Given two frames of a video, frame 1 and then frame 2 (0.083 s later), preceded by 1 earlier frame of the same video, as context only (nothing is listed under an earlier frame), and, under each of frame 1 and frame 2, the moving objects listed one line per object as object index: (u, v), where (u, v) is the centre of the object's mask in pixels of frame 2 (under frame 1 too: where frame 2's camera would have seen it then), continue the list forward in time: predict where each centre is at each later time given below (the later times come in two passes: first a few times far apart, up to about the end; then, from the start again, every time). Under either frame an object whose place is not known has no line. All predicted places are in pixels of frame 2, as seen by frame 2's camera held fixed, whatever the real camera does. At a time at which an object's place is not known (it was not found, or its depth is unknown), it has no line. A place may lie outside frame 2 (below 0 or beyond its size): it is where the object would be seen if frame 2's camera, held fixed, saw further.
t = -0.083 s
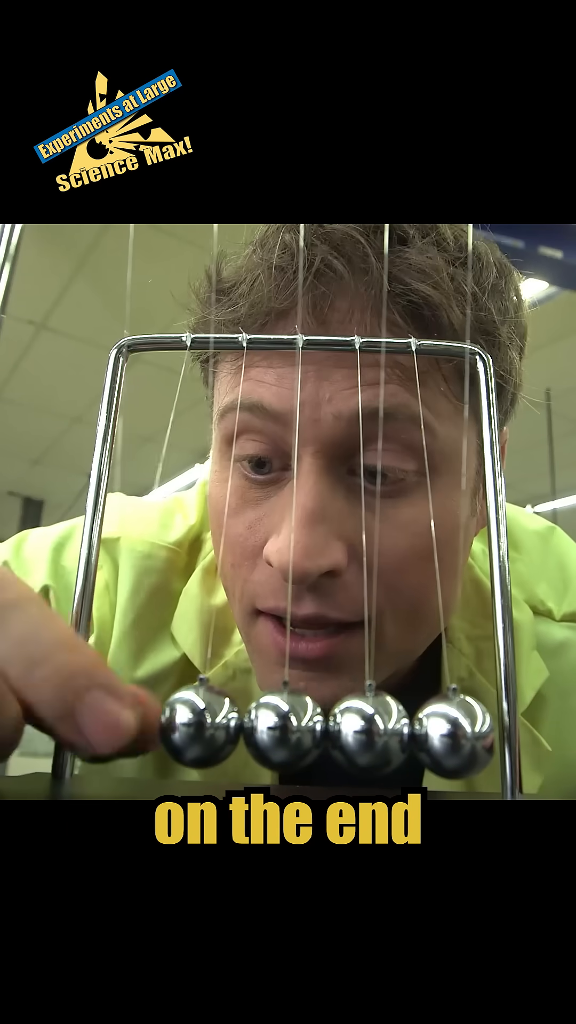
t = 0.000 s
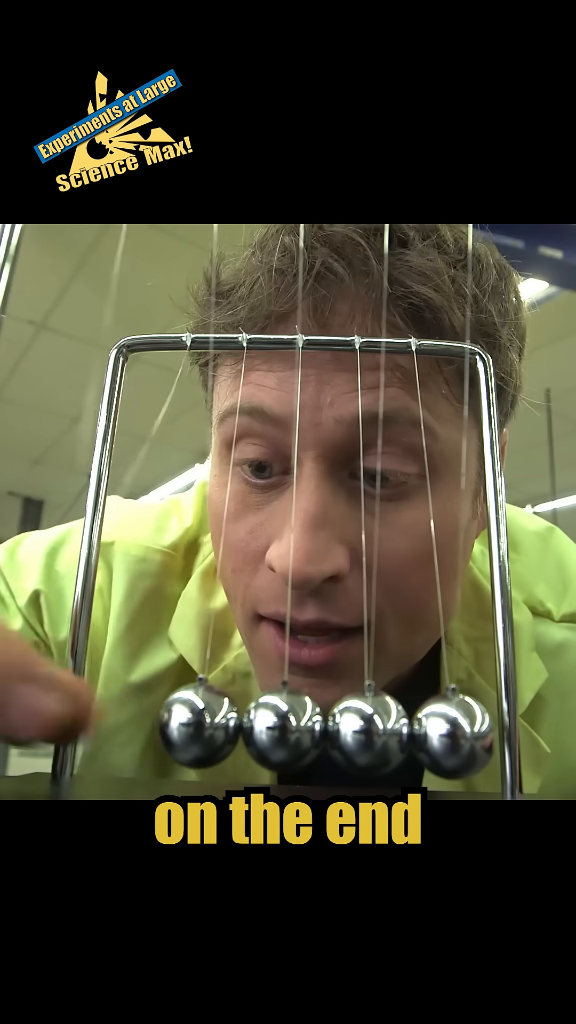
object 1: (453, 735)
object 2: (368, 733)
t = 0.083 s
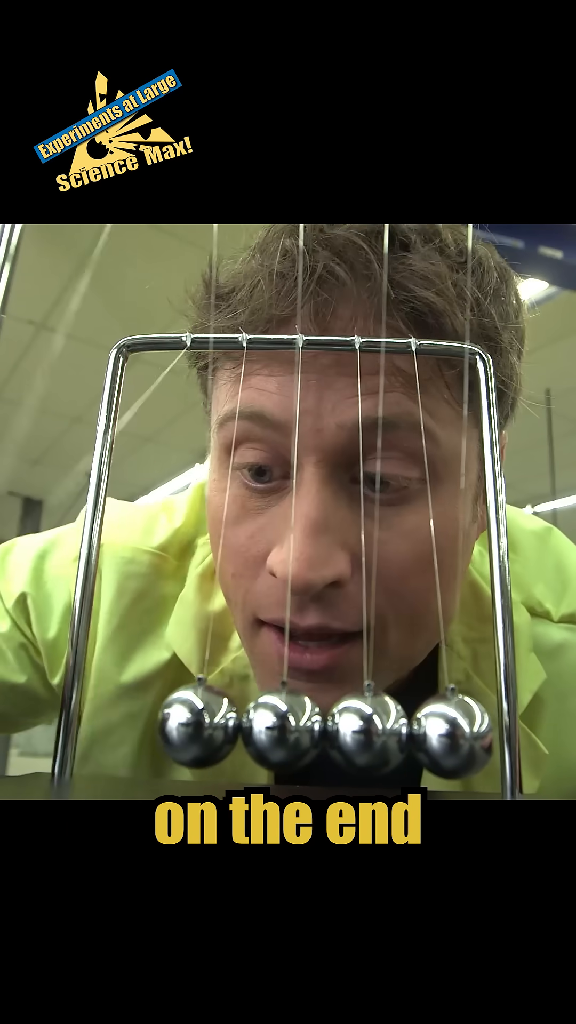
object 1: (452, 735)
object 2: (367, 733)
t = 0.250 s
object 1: (452, 735)
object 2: (368, 733)
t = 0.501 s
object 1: (453, 735)
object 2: (369, 734)
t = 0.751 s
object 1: (452, 735)
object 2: (368, 734)
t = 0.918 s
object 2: (395, 733)
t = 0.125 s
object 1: (452, 735)
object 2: (367, 733)
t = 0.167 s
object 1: (452, 735)
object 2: (367, 733)
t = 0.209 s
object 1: (452, 735)
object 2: (367, 733)
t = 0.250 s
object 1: (452, 735)
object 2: (368, 733)
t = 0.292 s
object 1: (452, 735)
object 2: (368, 733)
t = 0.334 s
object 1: (452, 735)
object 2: (368, 733)
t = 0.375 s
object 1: (453, 735)
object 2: (369, 733)
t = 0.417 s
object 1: (453, 735)
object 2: (369, 733)
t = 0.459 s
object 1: (453, 735)
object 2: (369, 733)
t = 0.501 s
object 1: (453, 735)
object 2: (369, 734)
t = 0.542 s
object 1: (453, 735)
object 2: (369, 734)
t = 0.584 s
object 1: (453, 735)
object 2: (369, 734)
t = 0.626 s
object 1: (453, 735)
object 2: (369, 734)
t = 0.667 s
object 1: (453, 735)
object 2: (369, 734)
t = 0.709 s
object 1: (452, 735)
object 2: (368, 734)
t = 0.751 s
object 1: (452, 735)
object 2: (368, 734)
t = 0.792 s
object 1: (452, 735)
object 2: (368, 733)
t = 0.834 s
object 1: (537, 728)
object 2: (375, 733)
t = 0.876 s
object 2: (385, 733)
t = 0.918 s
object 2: (395, 733)
